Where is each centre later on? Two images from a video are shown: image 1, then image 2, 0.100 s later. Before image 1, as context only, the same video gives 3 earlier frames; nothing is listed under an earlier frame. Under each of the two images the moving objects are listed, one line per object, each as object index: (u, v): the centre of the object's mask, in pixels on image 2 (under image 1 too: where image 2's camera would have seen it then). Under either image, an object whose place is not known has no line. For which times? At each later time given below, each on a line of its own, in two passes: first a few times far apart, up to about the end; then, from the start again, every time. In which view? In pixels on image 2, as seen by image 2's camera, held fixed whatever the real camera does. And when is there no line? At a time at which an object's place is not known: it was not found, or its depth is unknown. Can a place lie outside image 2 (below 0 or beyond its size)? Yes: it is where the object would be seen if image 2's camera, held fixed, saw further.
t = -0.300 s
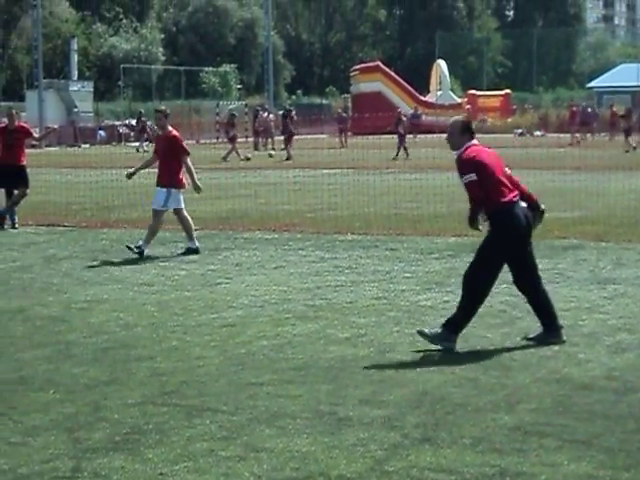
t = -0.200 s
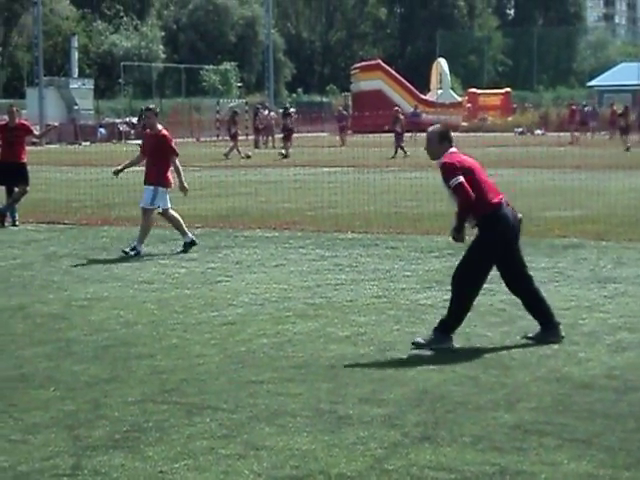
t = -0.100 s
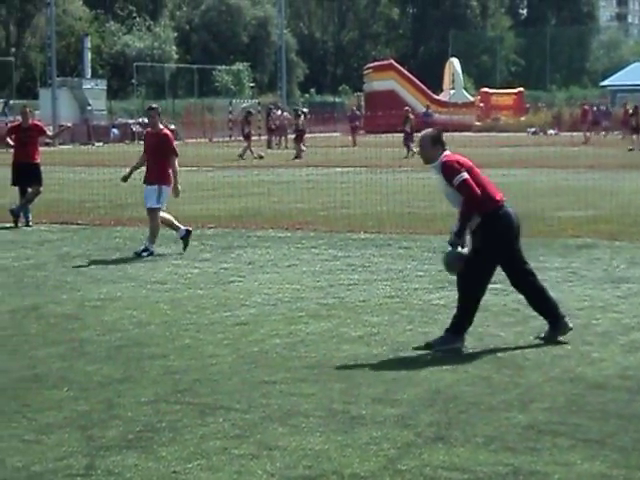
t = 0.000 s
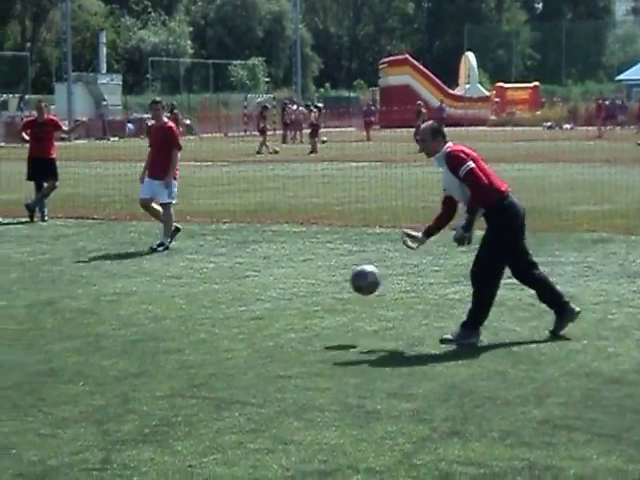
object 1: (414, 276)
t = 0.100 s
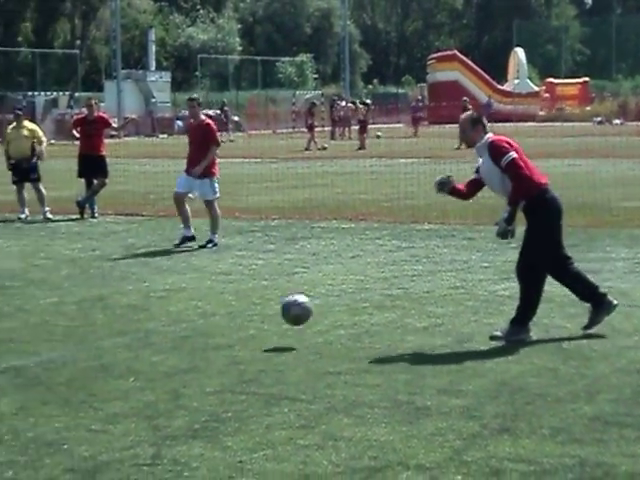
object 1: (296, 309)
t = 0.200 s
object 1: (189, 327)
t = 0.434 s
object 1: (-11, 303)
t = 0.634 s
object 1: (-192, 352)
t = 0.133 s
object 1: (256, 324)
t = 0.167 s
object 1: (217, 337)
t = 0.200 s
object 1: (189, 327)
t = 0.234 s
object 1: (161, 319)
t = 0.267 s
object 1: (133, 312)
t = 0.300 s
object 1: (105, 306)
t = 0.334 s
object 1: (76, 303)
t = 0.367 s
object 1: (48, 301)
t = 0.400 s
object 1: (19, 301)
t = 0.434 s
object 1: (-11, 303)
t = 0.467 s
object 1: (-40, 307)
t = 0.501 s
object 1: (-70, 312)
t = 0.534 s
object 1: (-100, 319)
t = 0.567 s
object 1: (-131, 328)
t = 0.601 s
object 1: (-161, 340)
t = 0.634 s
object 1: (-192, 352)
